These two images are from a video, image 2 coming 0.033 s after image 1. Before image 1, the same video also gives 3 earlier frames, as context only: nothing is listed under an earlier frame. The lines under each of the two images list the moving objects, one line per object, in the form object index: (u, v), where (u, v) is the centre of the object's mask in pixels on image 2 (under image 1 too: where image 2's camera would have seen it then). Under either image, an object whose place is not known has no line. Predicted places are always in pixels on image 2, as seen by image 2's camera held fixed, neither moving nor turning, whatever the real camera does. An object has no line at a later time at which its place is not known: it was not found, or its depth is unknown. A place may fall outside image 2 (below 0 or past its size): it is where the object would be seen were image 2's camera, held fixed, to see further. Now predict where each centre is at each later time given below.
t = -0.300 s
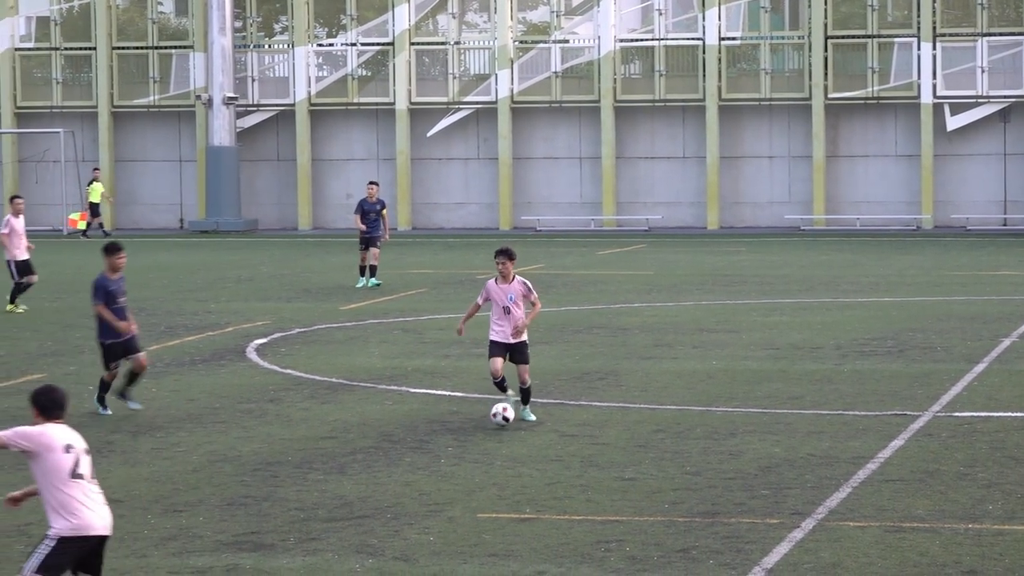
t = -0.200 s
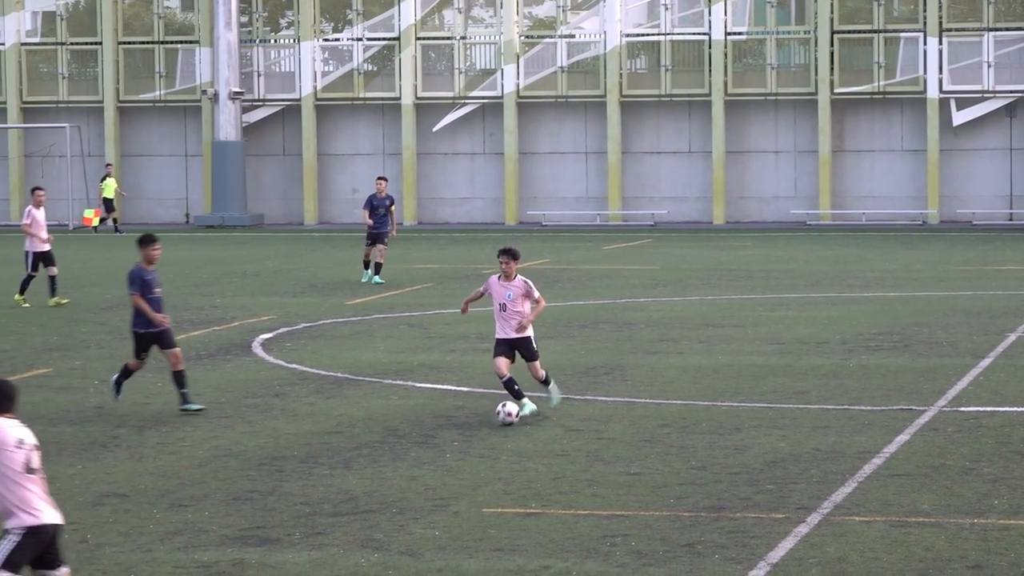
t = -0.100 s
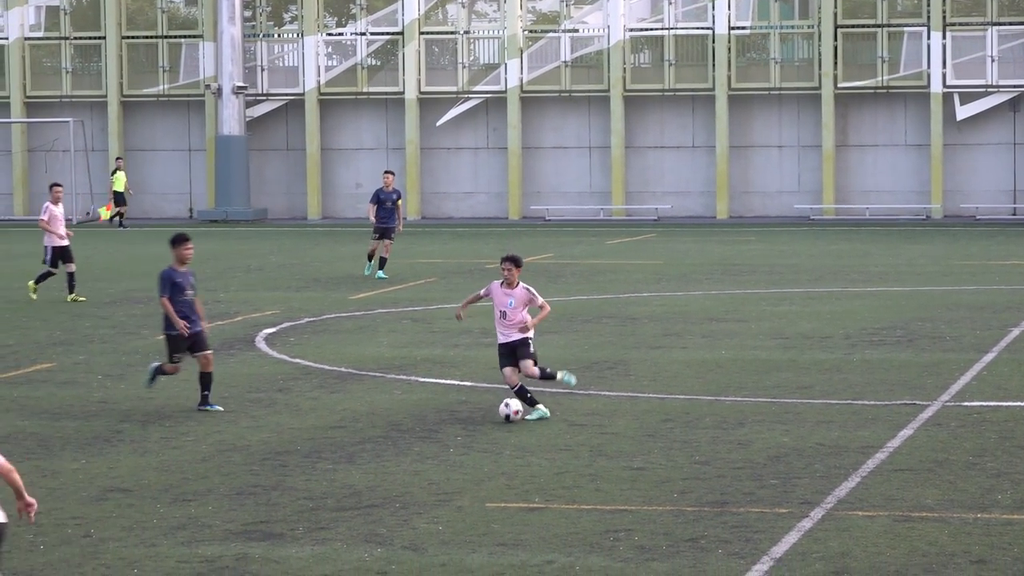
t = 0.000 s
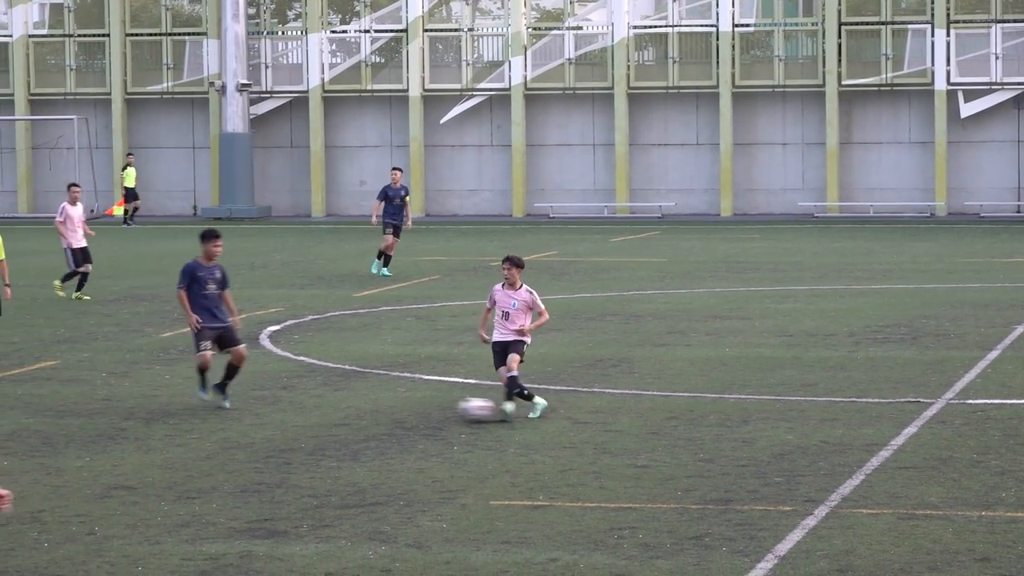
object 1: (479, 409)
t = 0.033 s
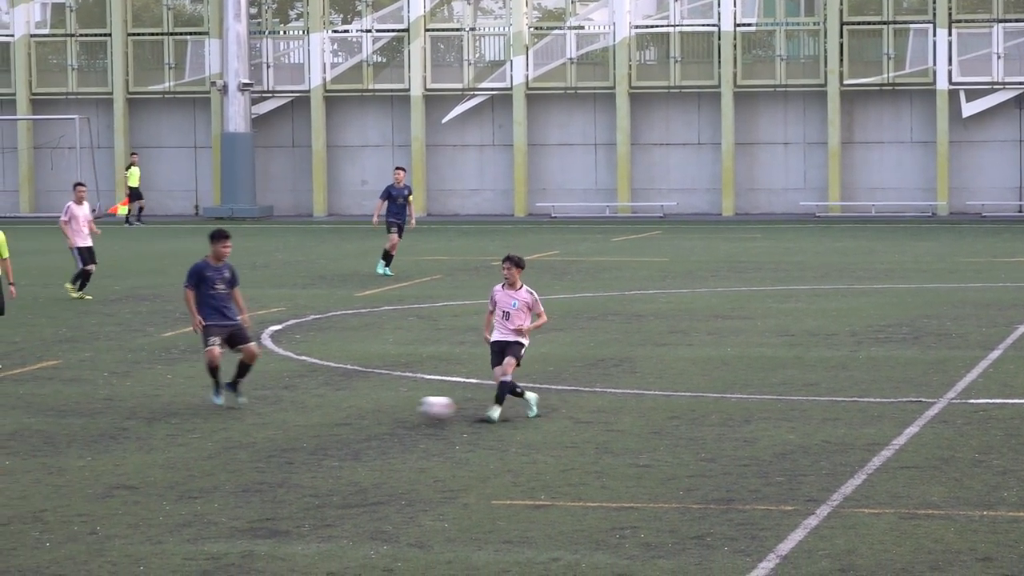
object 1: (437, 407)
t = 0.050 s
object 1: (415, 407)
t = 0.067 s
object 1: (395, 407)
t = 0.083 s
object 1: (374, 408)
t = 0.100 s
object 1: (353, 409)
